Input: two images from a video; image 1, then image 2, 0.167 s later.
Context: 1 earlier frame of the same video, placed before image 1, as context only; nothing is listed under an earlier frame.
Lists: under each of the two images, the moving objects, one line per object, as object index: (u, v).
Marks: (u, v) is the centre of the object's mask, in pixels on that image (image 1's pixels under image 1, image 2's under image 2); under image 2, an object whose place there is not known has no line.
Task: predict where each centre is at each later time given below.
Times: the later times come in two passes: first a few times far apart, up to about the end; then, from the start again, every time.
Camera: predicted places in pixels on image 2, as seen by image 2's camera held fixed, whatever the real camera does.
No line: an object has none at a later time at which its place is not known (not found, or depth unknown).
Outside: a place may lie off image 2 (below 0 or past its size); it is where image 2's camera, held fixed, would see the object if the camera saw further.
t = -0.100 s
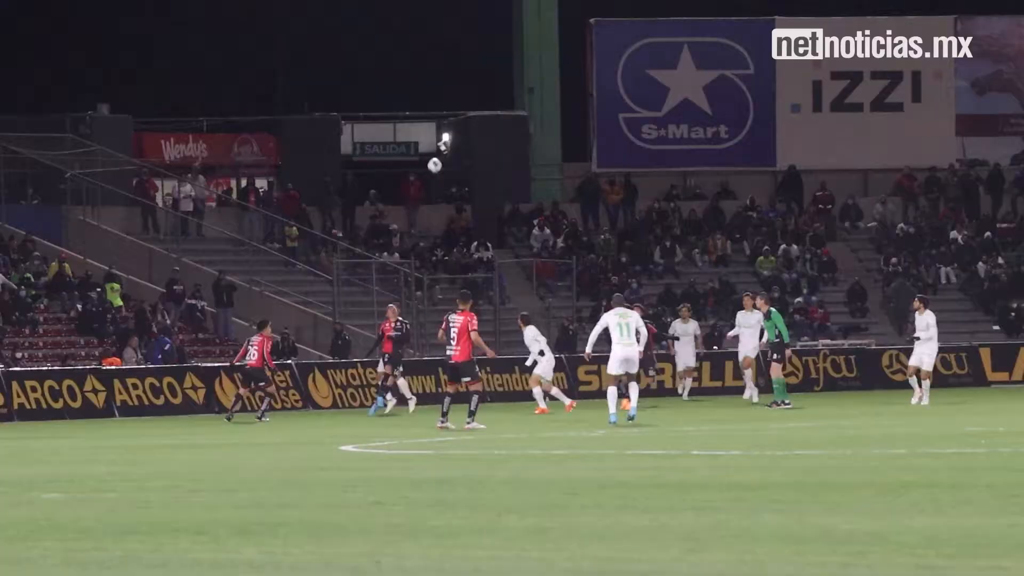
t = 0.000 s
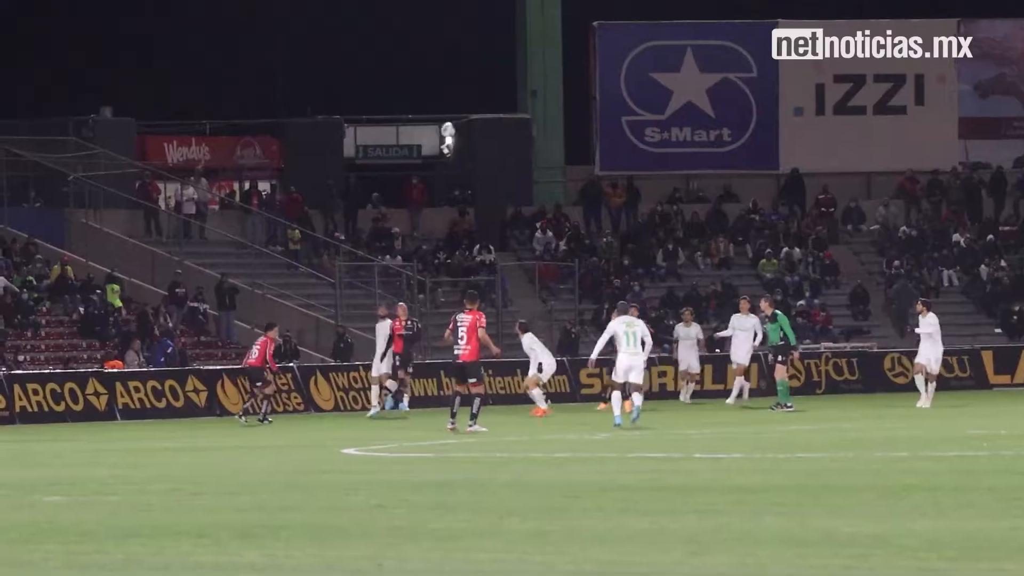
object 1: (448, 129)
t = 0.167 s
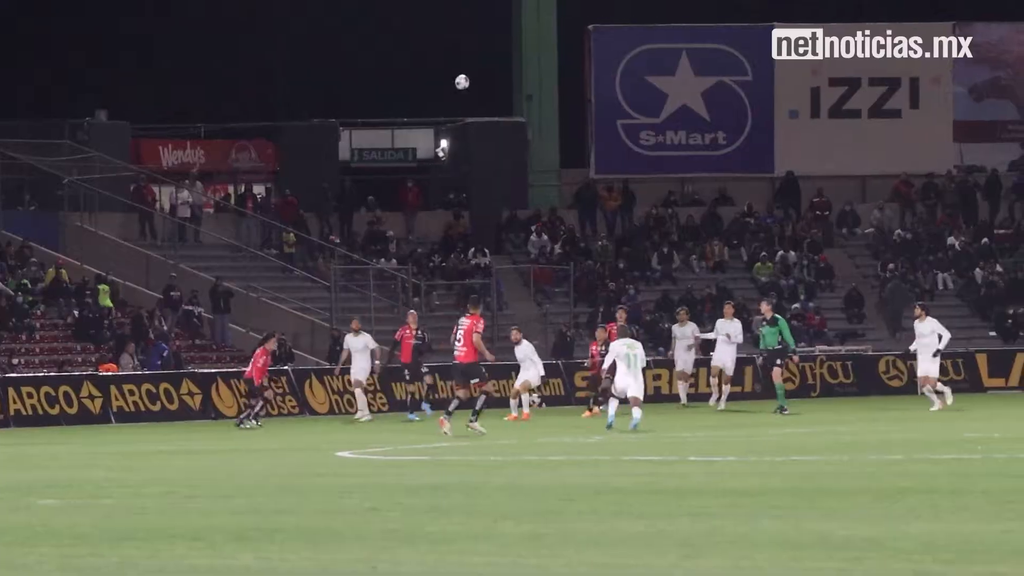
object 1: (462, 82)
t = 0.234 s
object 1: (470, 66)
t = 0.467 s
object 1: (500, 33)
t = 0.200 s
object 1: (466, 74)
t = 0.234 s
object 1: (470, 66)
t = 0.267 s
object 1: (474, 59)
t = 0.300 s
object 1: (478, 53)
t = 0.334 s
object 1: (483, 48)
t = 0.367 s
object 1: (487, 43)
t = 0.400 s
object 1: (491, 39)
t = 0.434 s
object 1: (495, 36)
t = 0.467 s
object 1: (500, 33)
